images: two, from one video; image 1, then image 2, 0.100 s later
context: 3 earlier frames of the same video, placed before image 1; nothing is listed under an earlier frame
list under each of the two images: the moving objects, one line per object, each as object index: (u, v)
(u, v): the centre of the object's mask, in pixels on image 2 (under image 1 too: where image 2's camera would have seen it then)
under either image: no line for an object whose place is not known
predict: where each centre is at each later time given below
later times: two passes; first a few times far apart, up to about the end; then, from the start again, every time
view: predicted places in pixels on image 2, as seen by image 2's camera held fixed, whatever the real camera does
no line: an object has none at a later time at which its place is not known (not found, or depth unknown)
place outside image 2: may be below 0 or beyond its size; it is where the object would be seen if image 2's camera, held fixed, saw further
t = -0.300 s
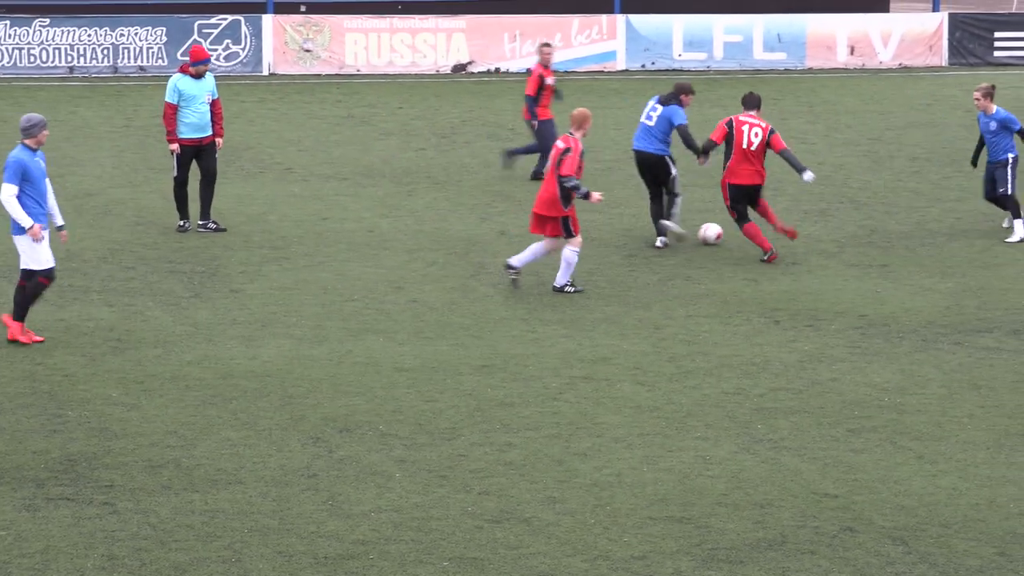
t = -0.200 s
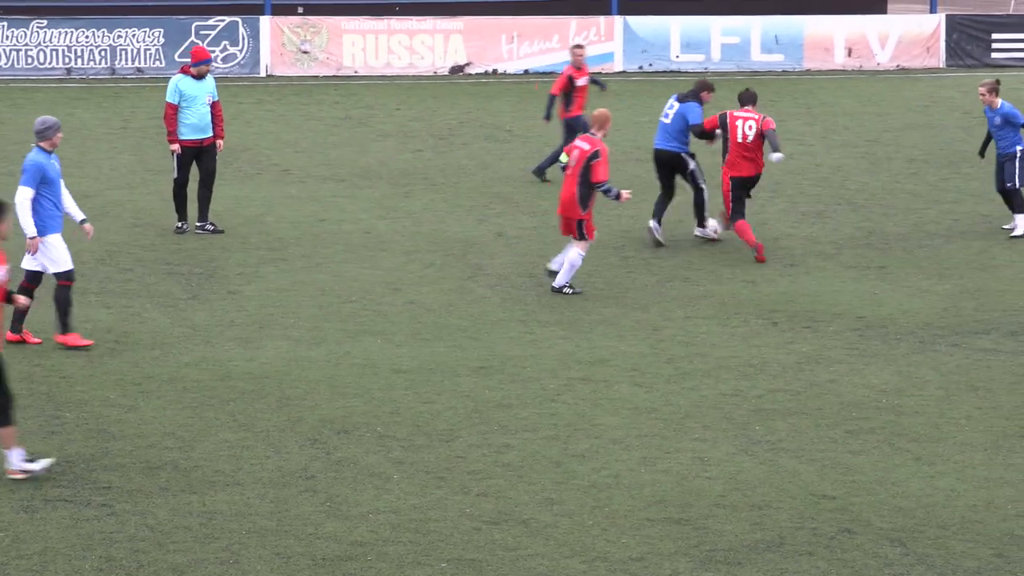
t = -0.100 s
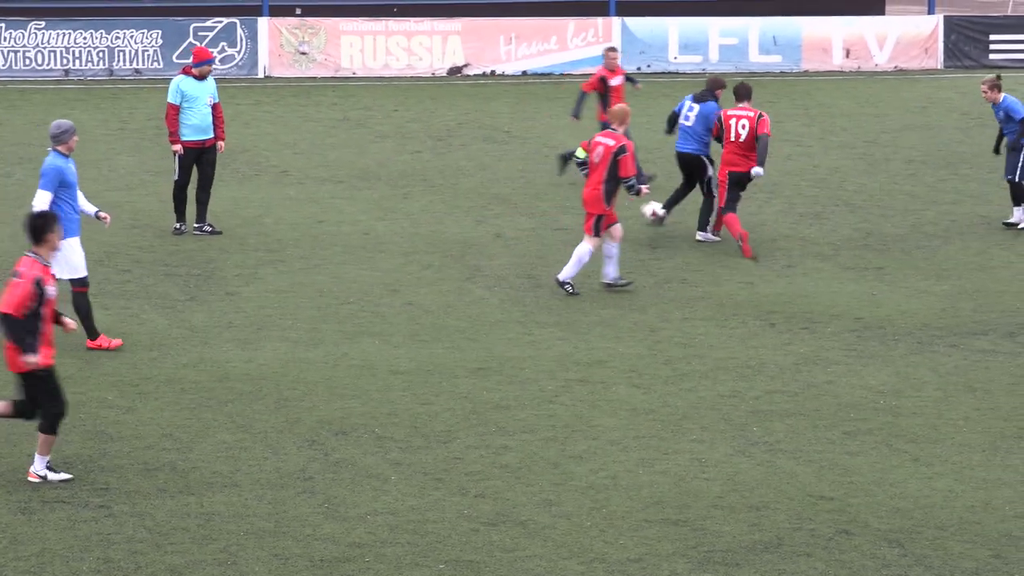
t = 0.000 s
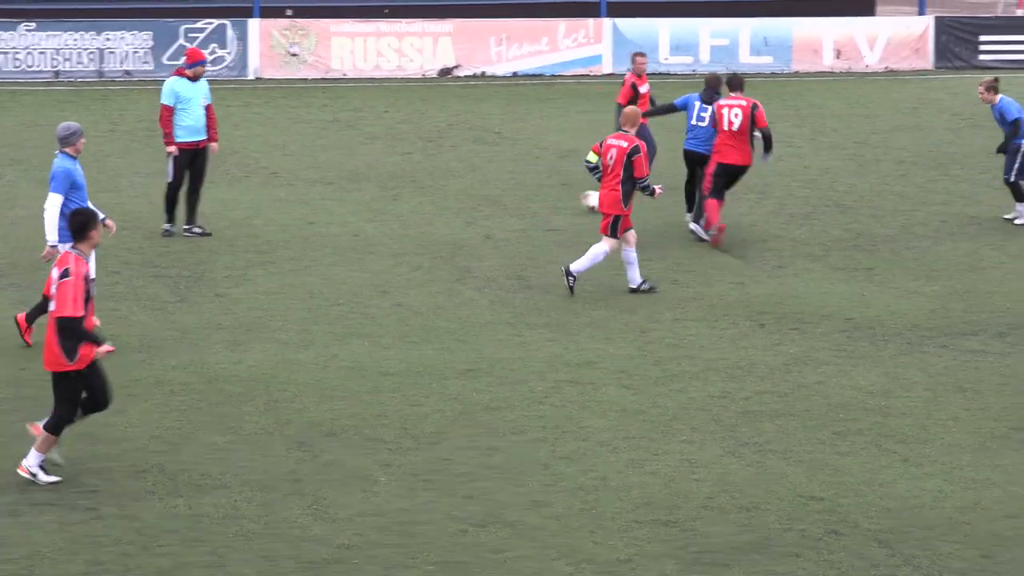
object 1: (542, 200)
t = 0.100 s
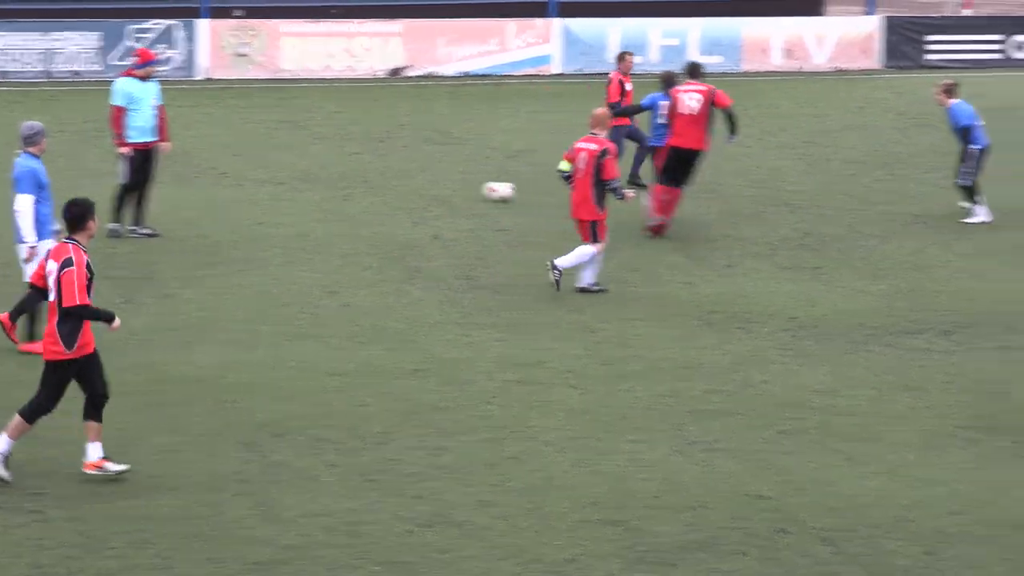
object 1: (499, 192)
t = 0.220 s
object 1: (448, 176)
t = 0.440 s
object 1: (371, 164)
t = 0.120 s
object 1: (491, 189)
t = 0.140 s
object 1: (483, 187)
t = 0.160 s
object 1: (473, 183)
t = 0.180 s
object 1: (463, 180)
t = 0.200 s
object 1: (456, 178)
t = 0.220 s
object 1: (448, 176)
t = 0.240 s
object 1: (441, 174)
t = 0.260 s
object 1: (433, 174)
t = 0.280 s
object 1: (426, 174)
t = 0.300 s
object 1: (419, 174)
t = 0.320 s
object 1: (413, 173)
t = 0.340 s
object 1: (406, 171)
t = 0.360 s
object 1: (399, 168)
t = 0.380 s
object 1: (392, 167)
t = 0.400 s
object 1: (385, 166)
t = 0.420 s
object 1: (377, 165)
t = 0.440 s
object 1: (371, 164)
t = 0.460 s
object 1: (364, 164)
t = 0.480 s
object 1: (359, 163)
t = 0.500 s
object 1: (352, 161)
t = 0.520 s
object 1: (346, 159)
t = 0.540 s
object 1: (339, 158)
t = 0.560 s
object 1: (333, 158)
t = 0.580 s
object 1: (326, 157)
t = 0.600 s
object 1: (320, 156)
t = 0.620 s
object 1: (314, 154)
